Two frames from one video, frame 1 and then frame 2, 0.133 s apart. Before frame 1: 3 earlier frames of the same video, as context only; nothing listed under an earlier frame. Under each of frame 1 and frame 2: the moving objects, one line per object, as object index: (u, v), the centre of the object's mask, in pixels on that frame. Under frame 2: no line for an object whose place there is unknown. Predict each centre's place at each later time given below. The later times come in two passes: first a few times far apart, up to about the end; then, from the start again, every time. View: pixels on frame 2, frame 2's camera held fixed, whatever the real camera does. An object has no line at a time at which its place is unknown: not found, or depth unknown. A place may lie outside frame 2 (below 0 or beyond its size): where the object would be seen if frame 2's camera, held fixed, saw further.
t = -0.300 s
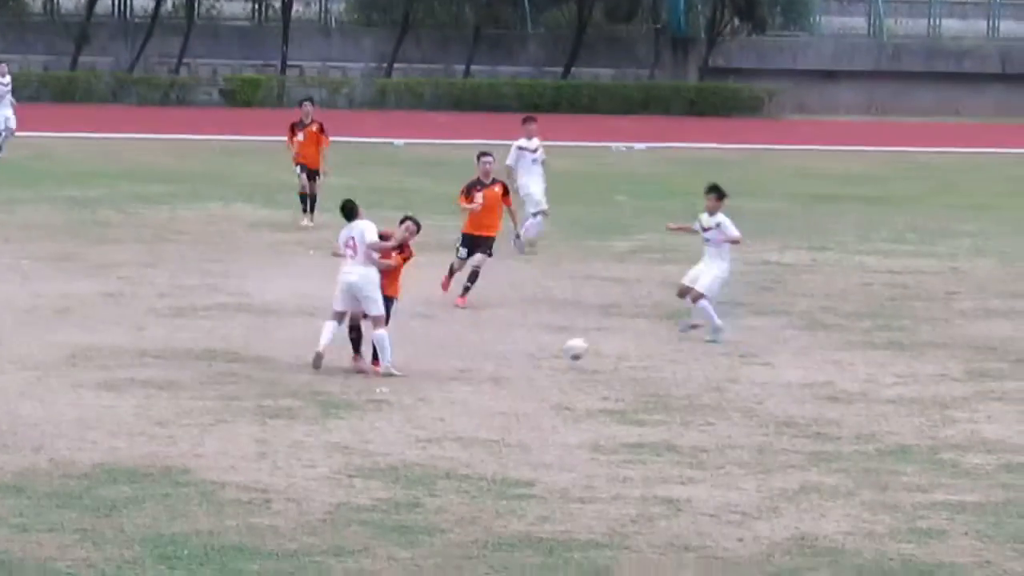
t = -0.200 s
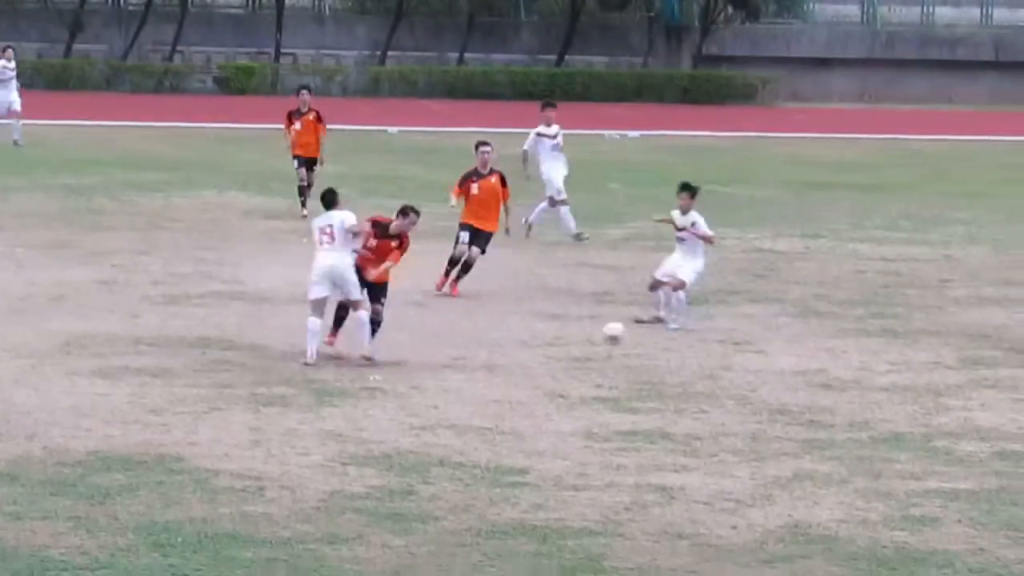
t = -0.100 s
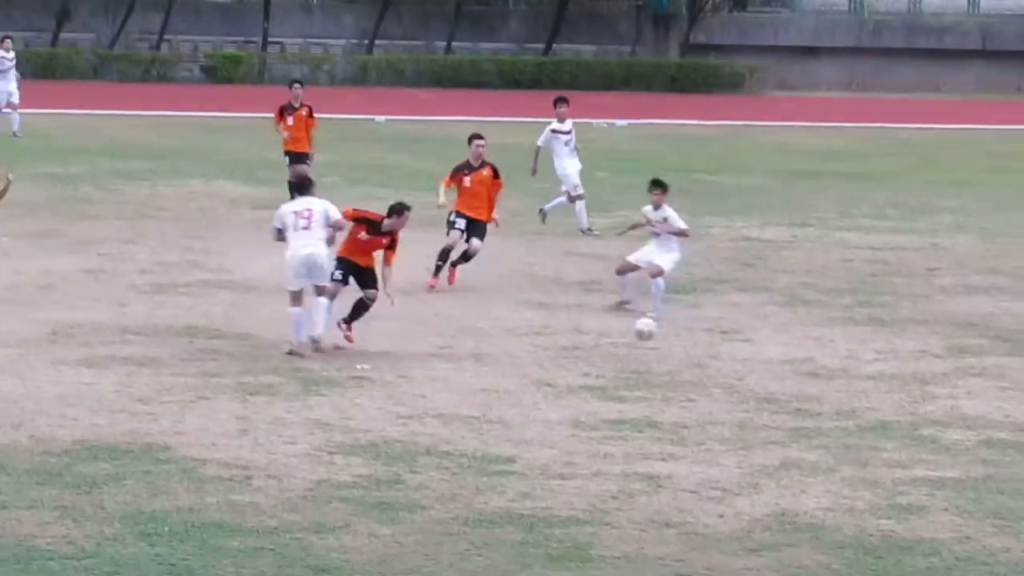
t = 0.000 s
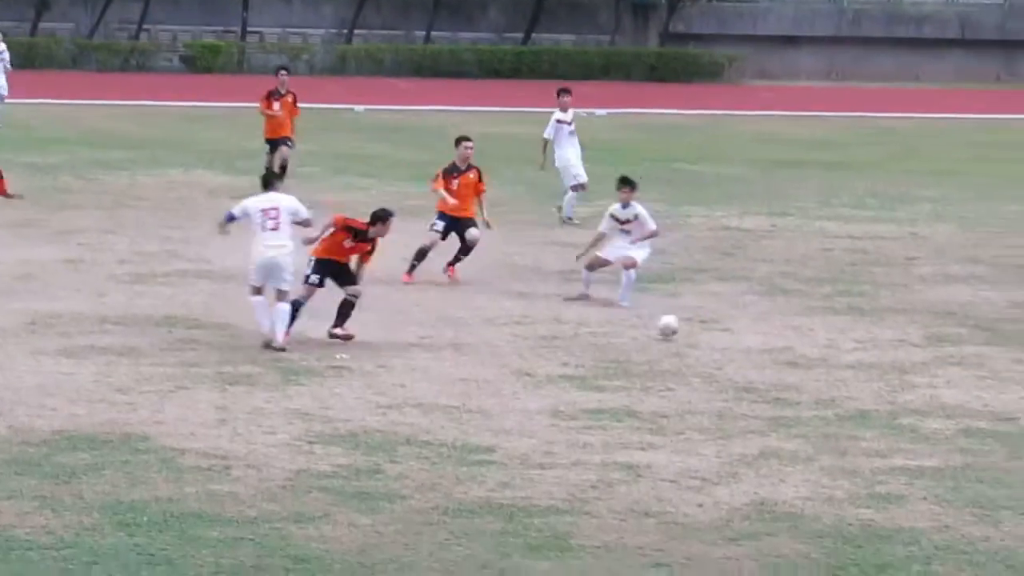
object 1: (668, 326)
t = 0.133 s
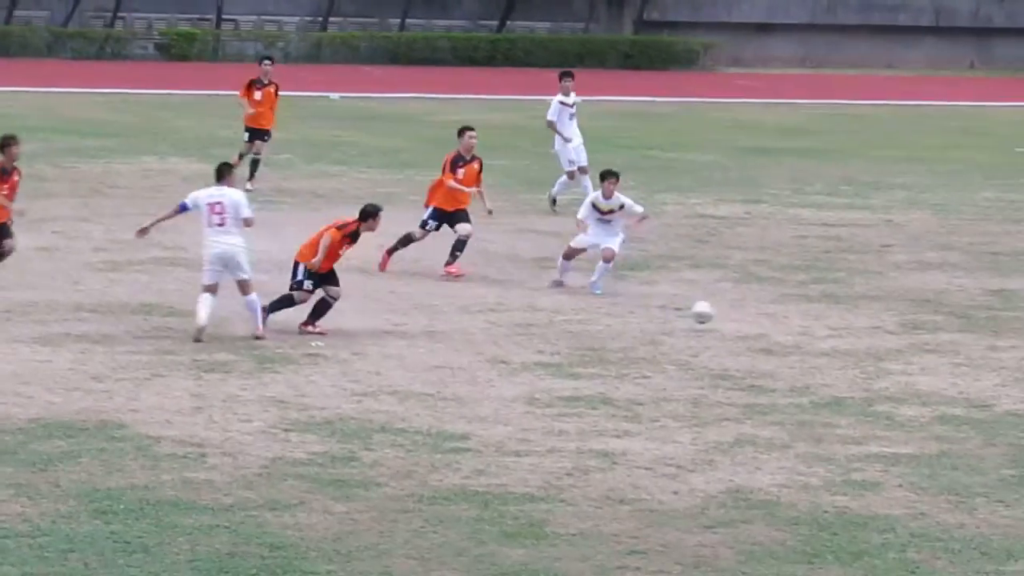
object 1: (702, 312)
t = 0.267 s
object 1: (761, 320)
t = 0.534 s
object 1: (877, 327)
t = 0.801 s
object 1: (993, 328)
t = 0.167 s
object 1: (716, 315)
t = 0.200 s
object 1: (731, 319)
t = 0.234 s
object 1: (746, 323)
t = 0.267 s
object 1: (761, 320)
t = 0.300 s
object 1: (774, 319)
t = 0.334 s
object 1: (788, 319)
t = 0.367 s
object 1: (804, 319)
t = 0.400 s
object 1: (818, 321)
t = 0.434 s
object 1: (832, 325)
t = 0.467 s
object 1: (848, 328)
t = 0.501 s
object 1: (863, 328)
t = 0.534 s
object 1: (877, 327)
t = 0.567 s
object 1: (891, 328)
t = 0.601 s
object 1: (906, 331)
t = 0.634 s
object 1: (921, 332)
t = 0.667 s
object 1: (935, 329)
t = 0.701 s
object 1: (949, 327)
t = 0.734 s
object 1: (964, 326)
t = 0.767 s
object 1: (978, 326)
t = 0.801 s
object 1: (993, 328)
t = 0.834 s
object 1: (1007, 331)
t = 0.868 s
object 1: (1020, 335)
